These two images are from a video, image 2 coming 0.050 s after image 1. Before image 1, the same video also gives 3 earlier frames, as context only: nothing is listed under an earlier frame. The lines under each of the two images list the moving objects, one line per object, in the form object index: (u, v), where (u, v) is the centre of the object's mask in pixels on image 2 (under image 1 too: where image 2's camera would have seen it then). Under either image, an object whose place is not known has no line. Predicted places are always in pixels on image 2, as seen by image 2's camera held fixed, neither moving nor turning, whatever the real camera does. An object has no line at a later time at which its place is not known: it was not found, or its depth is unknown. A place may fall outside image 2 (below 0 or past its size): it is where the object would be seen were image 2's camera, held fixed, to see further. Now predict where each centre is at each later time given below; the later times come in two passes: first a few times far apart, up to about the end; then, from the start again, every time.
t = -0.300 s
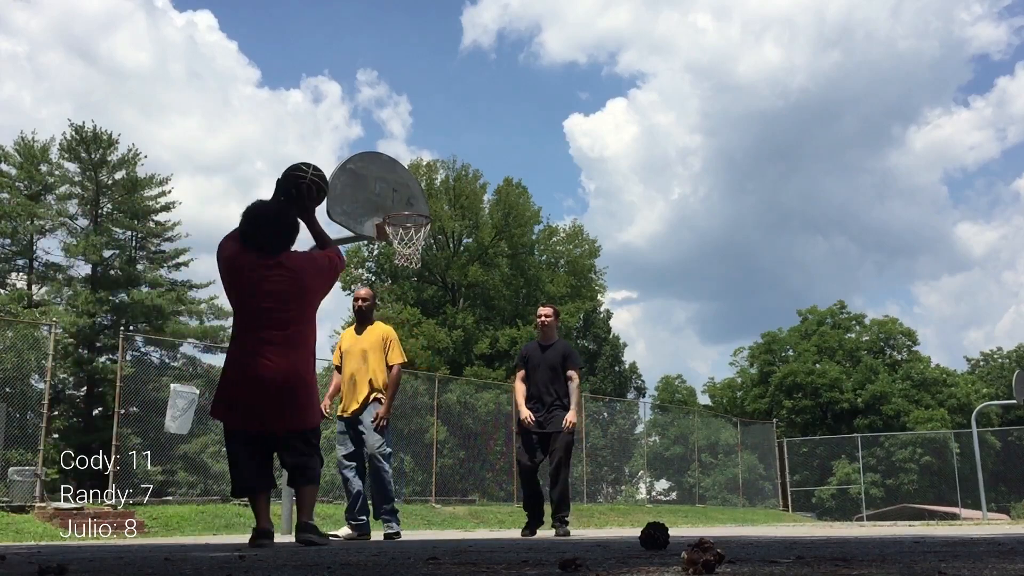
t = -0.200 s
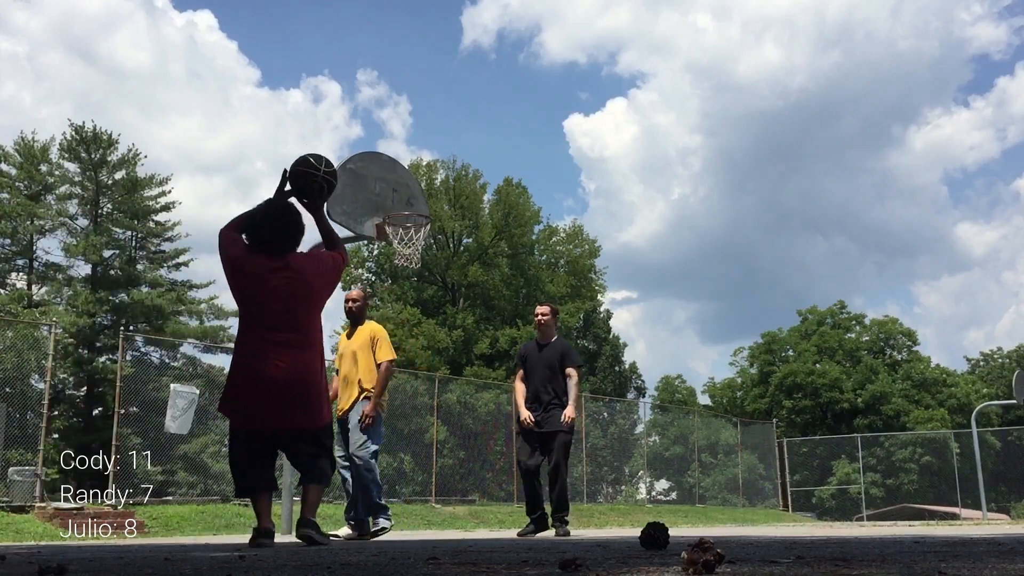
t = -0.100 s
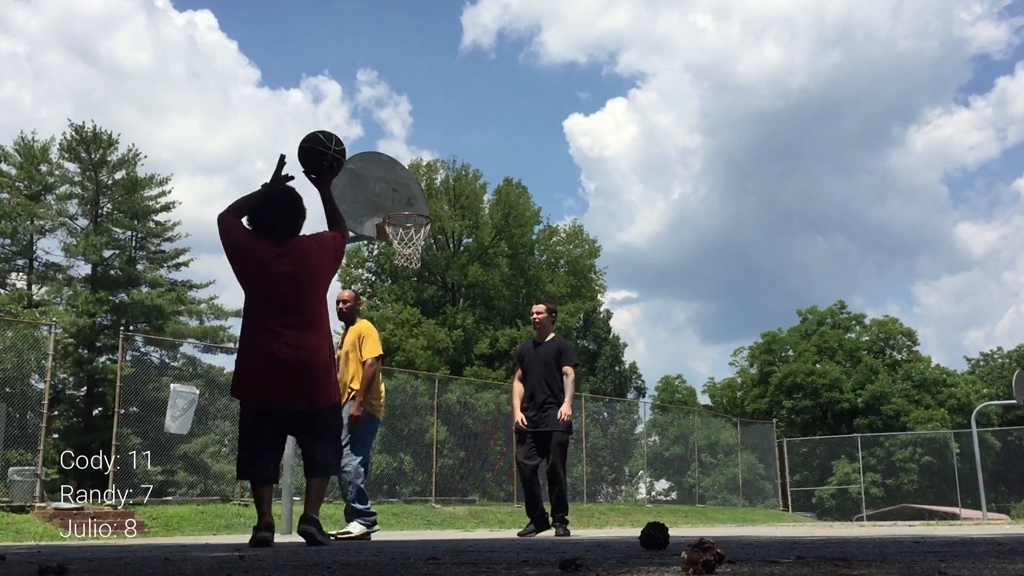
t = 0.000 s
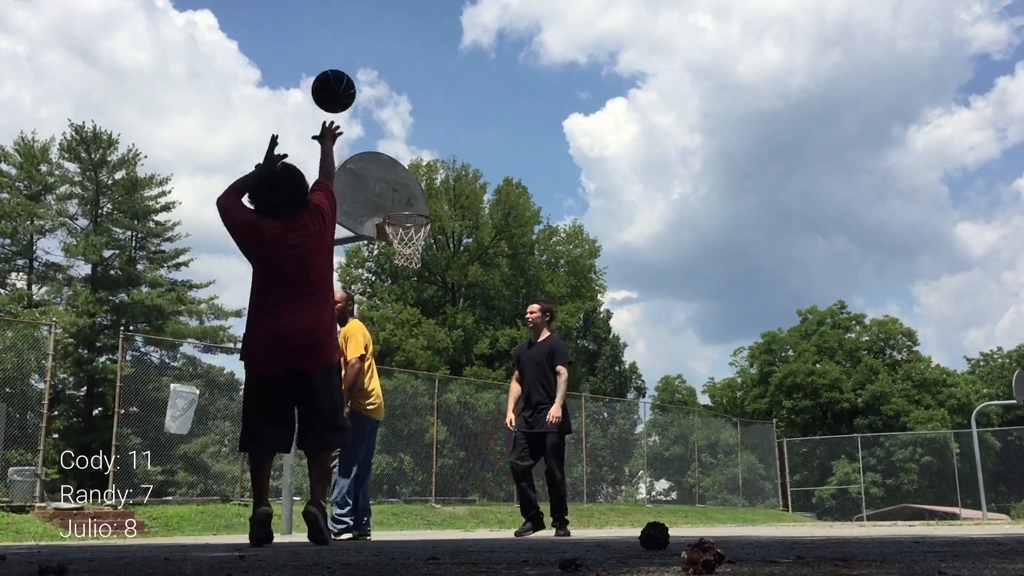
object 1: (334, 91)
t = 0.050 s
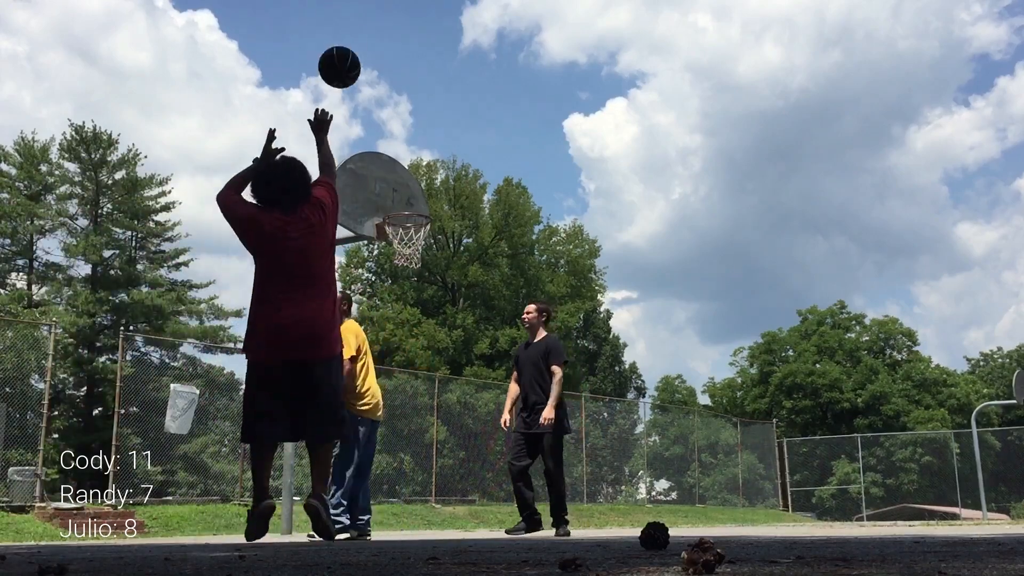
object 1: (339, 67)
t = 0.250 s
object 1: (357, 24)
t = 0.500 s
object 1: (373, 49)
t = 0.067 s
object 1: (341, 60)
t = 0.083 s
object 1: (343, 54)
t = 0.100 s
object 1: (345, 49)
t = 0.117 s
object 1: (346, 44)
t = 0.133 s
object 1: (348, 40)
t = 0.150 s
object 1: (349, 36)
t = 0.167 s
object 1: (351, 33)
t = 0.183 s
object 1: (352, 31)
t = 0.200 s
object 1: (354, 28)
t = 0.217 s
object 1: (355, 27)
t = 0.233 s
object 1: (356, 25)
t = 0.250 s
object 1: (357, 24)
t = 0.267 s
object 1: (359, 24)
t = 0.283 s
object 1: (360, 23)
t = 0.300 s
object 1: (361, 23)
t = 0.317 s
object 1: (362, 24)
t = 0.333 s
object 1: (363, 25)
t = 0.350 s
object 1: (364, 26)
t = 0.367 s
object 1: (365, 27)
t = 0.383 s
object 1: (366, 29)
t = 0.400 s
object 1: (367, 31)
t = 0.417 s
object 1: (368, 33)
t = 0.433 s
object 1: (369, 36)
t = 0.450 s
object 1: (370, 39)
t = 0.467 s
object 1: (371, 42)
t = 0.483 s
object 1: (372, 45)
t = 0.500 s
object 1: (373, 49)
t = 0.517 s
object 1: (374, 53)
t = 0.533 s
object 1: (375, 57)
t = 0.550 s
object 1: (376, 62)
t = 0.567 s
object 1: (377, 66)
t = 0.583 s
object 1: (377, 71)
